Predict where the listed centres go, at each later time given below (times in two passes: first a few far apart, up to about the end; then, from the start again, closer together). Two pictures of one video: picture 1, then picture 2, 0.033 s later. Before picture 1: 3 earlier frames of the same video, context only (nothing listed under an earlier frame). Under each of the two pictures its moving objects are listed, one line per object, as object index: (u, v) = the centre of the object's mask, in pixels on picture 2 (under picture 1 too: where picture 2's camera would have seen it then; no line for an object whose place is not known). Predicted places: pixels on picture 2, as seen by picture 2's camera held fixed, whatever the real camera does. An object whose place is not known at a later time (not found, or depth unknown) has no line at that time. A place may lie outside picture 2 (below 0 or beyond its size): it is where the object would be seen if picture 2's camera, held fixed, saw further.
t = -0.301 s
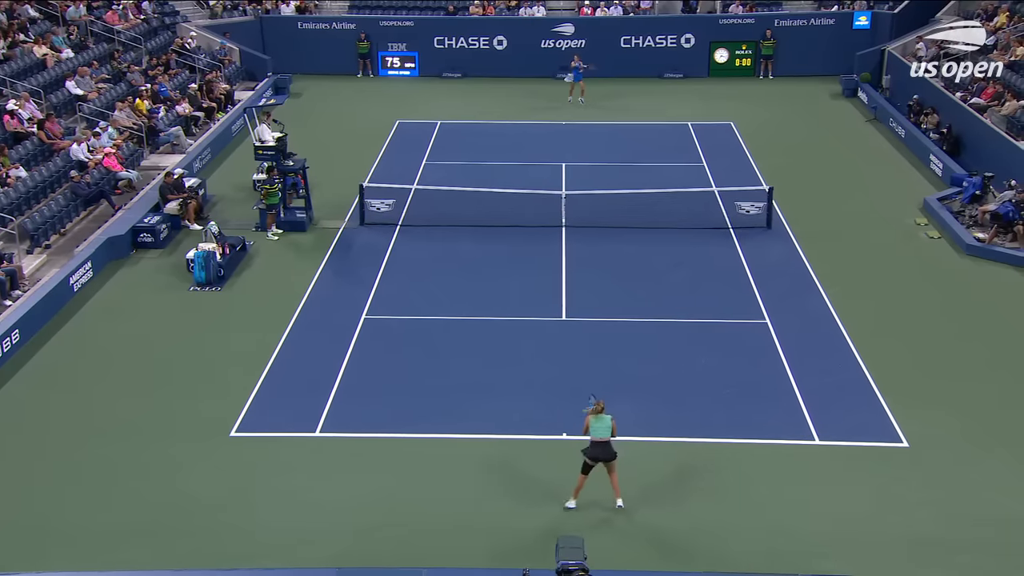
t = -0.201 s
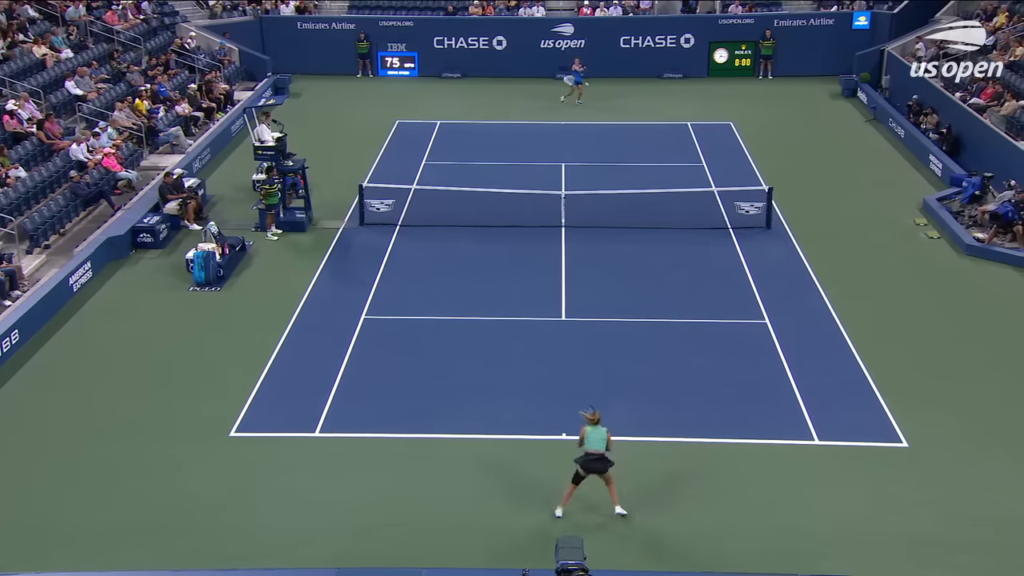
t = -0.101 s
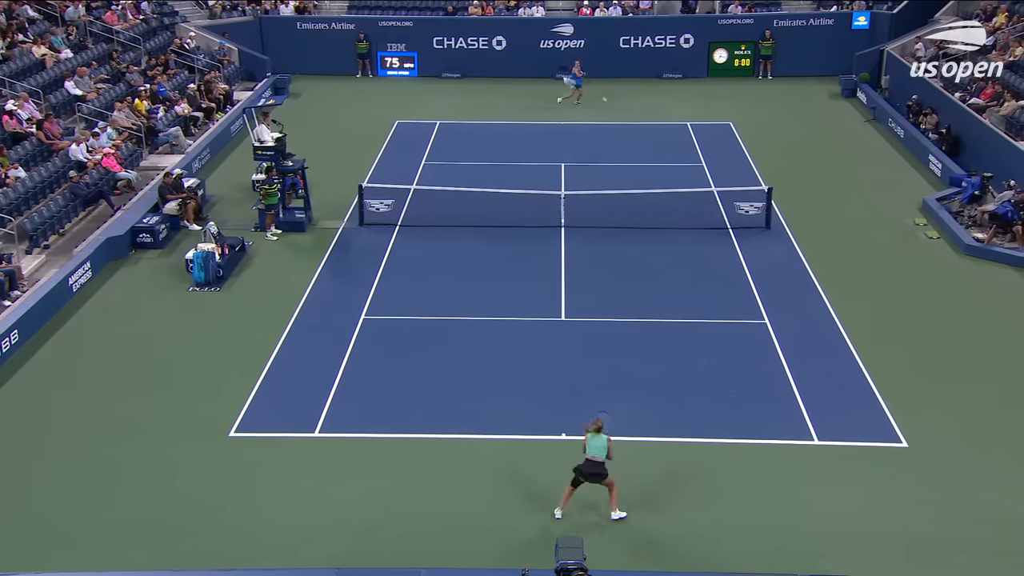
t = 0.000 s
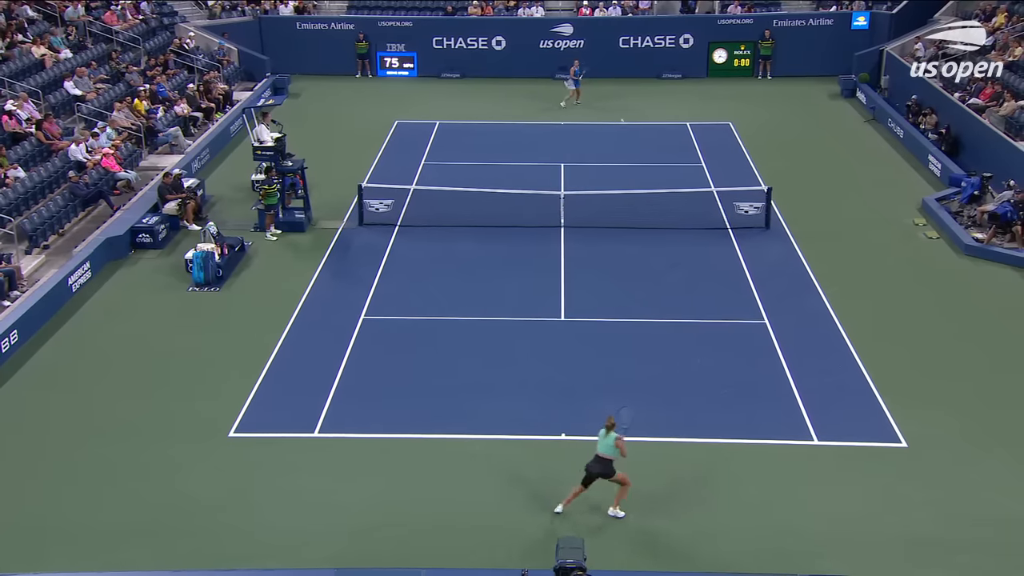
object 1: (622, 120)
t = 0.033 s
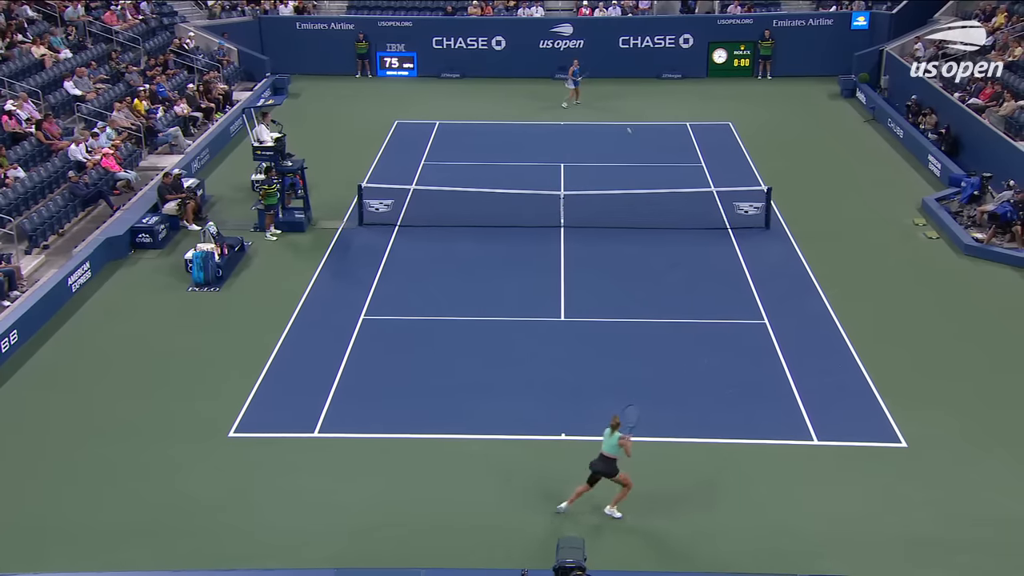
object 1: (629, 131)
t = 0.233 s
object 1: (668, 200)
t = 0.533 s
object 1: (728, 334)
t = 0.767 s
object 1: (781, 343)
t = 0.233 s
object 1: (668, 200)
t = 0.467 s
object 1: (715, 327)
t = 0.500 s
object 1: (721, 335)
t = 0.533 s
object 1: (728, 334)
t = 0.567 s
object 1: (735, 333)
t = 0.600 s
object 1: (744, 333)
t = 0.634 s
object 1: (751, 333)
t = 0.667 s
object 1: (758, 334)
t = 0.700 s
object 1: (765, 336)
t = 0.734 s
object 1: (773, 339)
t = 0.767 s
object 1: (781, 343)
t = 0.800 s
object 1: (789, 347)
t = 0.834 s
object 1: (798, 353)
